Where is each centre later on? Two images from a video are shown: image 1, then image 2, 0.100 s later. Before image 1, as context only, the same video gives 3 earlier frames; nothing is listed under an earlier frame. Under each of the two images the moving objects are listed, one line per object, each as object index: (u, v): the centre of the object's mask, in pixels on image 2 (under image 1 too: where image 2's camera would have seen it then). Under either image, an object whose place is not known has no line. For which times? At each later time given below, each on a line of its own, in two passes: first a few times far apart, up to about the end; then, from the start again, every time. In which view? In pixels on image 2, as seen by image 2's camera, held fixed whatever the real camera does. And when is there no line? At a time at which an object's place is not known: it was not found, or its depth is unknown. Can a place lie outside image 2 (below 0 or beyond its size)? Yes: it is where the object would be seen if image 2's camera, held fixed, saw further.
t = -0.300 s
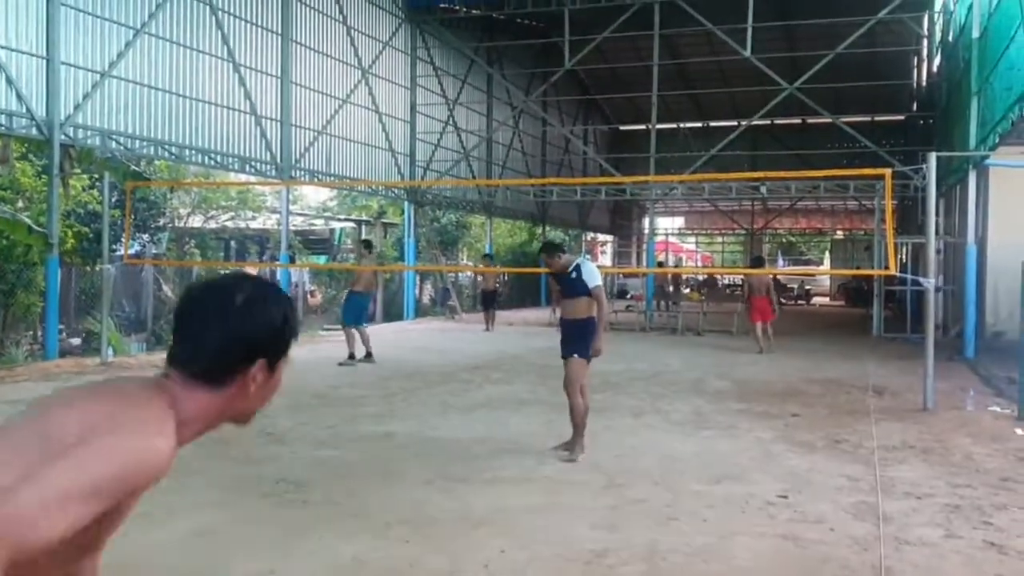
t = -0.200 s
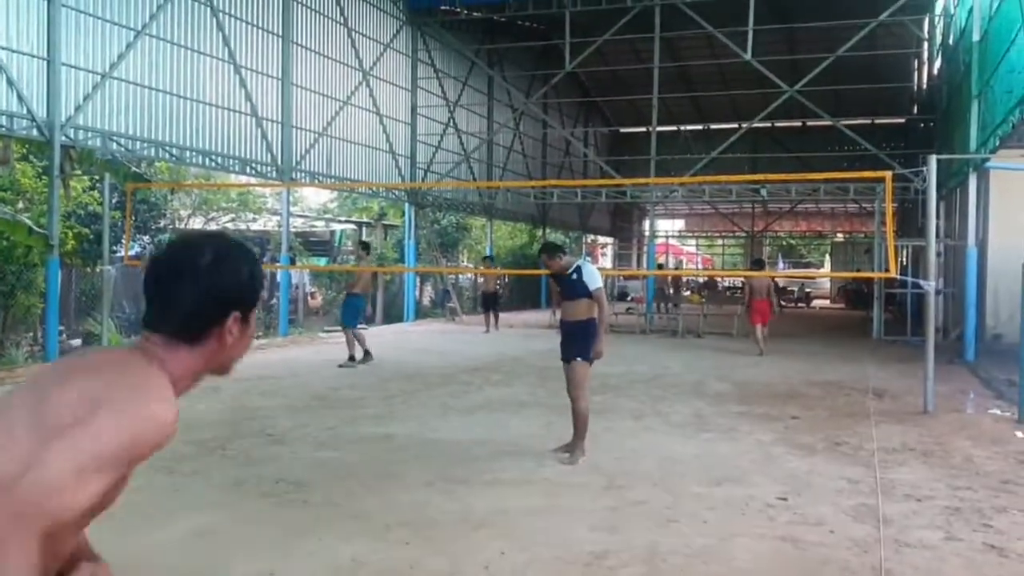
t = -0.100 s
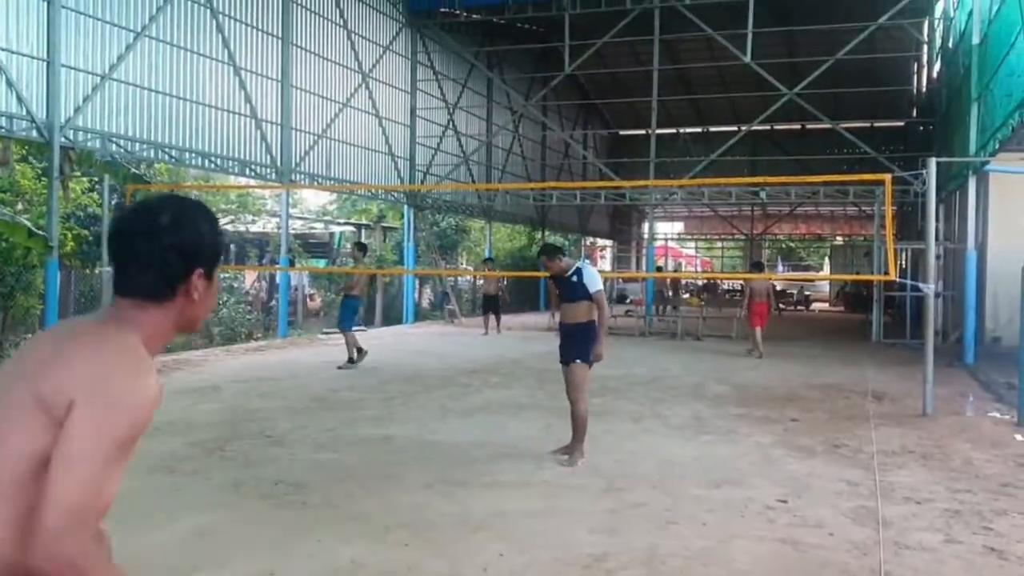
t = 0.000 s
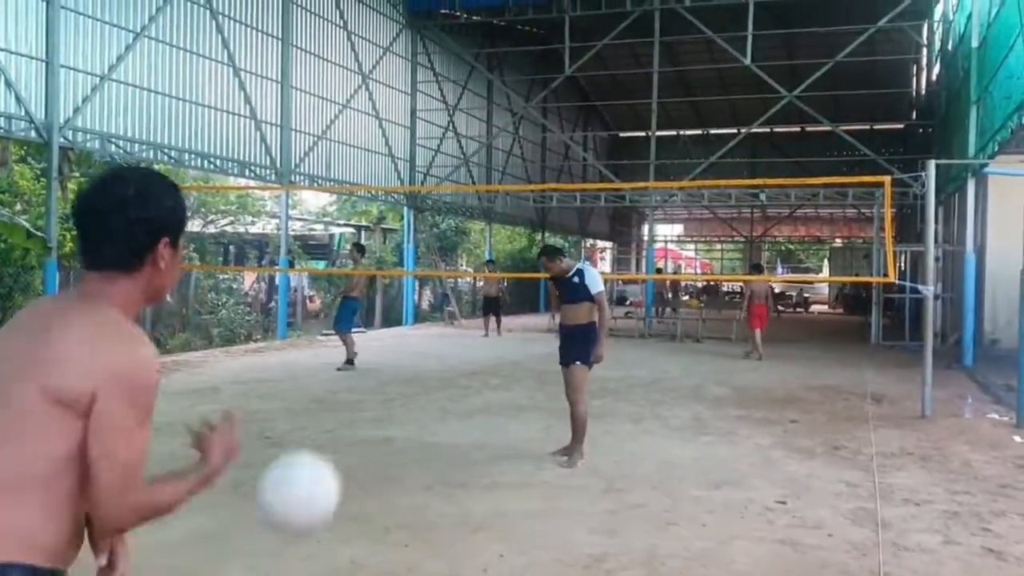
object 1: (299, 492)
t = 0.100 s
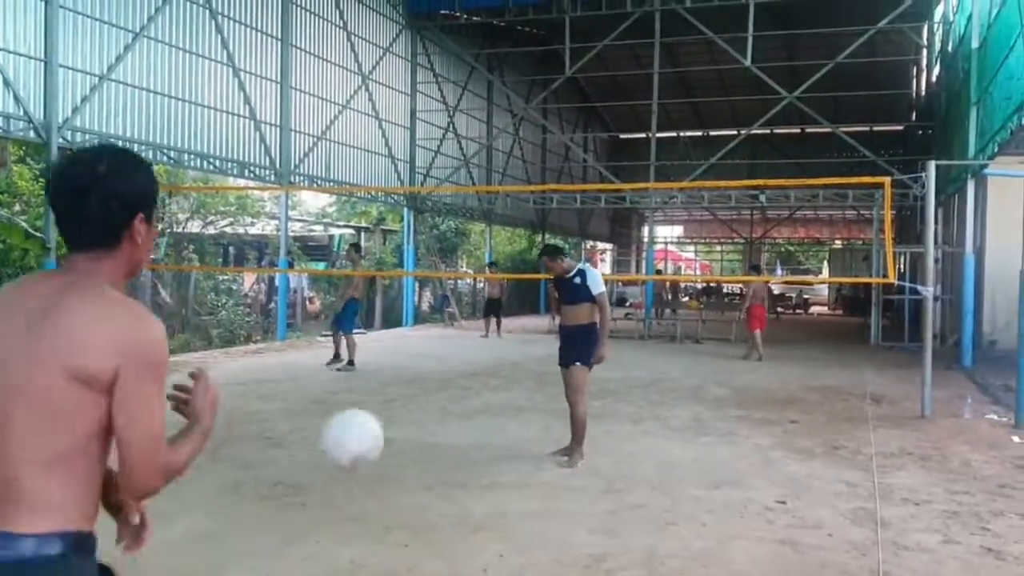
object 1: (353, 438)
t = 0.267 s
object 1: (402, 435)
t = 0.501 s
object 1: (433, 436)
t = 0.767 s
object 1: (449, 353)
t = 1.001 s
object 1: (459, 370)
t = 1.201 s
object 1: (467, 373)
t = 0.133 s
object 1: (365, 432)
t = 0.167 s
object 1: (377, 429)
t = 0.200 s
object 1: (386, 428)
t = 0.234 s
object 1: (394, 430)
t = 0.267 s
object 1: (402, 435)
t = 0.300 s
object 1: (408, 441)
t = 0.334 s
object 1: (413, 450)
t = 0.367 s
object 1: (418, 458)
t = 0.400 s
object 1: (422, 468)
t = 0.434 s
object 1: (425, 480)
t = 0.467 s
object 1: (430, 458)
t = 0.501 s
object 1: (433, 436)
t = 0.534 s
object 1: (434, 417)
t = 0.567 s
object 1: (437, 401)
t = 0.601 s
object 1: (440, 387)
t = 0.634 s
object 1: (442, 375)
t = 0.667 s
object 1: (446, 367)
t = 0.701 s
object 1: (447, 360)
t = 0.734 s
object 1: (449, 355)
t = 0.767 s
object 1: (449, 353)
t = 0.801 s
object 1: (451, 352)
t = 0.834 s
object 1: (452, 351)
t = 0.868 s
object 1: (453, 353)
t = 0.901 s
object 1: (454, 356)
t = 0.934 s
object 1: (456, 359)
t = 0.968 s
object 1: (459, 363)
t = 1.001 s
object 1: (459, 370)
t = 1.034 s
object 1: (460, 376)
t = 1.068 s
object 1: (462, 385)
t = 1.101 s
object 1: (462, 394)
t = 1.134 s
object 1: (463, 399)
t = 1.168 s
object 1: (465, 384)
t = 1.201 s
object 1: (467, 373)
